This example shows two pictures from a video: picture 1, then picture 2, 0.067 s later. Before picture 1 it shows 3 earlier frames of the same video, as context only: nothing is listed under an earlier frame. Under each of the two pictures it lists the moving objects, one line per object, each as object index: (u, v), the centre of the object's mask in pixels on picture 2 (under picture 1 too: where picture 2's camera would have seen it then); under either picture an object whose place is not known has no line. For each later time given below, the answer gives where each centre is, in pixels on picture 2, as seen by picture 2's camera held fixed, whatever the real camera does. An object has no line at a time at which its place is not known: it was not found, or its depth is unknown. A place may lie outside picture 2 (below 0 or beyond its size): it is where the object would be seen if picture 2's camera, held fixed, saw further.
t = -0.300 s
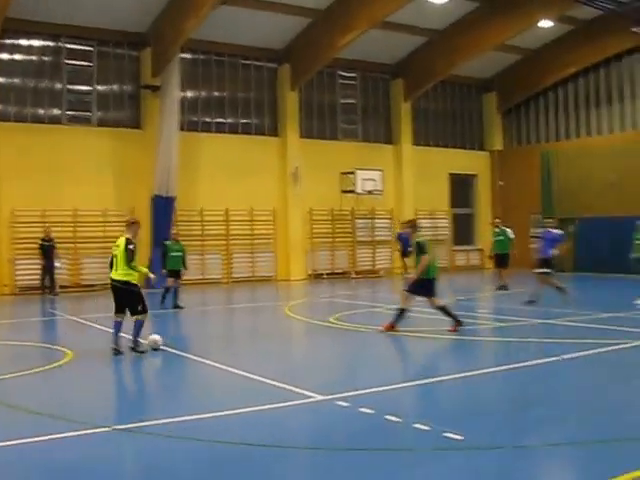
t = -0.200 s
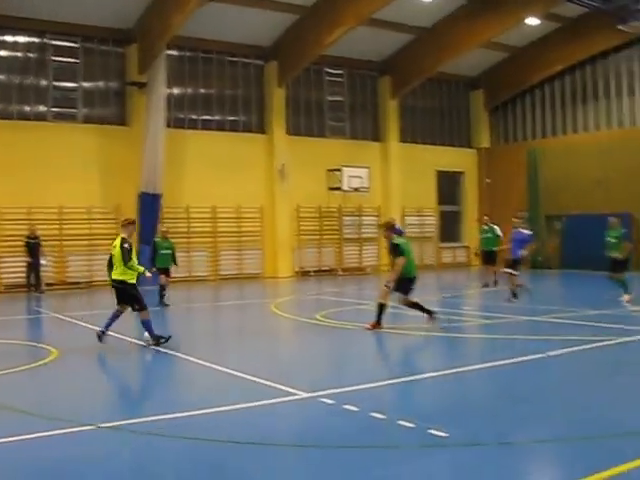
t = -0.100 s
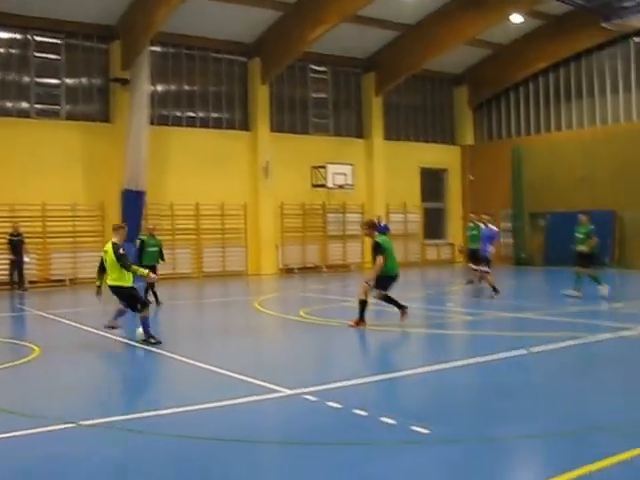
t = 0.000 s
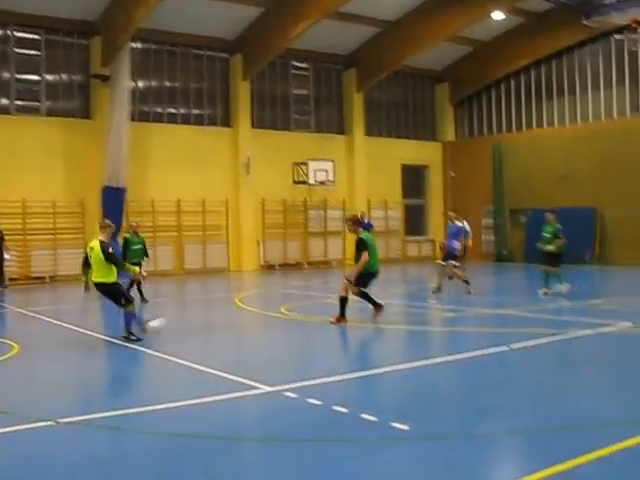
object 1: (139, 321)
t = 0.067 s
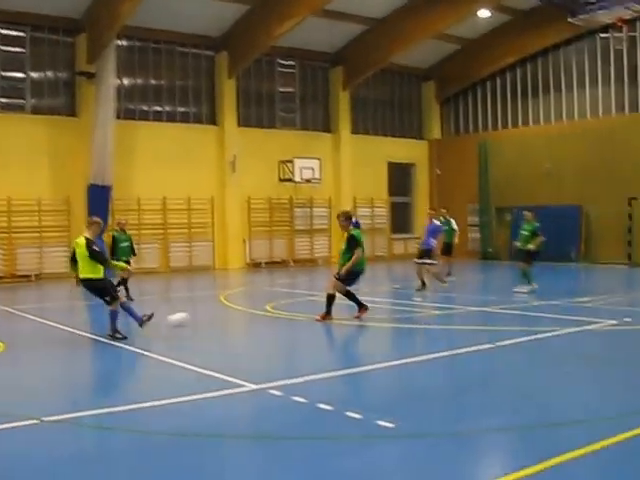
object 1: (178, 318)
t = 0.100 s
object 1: (198, 318)
